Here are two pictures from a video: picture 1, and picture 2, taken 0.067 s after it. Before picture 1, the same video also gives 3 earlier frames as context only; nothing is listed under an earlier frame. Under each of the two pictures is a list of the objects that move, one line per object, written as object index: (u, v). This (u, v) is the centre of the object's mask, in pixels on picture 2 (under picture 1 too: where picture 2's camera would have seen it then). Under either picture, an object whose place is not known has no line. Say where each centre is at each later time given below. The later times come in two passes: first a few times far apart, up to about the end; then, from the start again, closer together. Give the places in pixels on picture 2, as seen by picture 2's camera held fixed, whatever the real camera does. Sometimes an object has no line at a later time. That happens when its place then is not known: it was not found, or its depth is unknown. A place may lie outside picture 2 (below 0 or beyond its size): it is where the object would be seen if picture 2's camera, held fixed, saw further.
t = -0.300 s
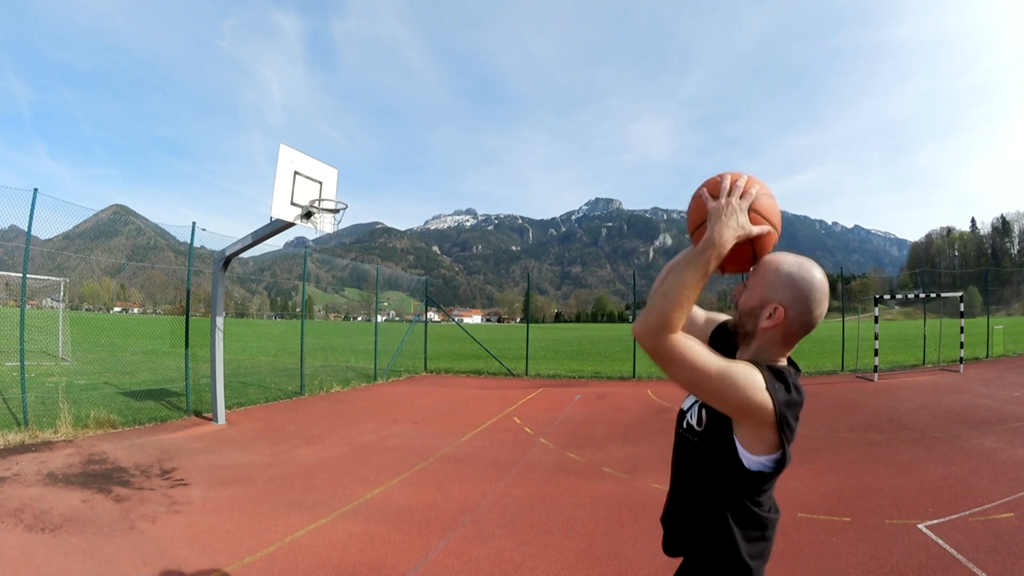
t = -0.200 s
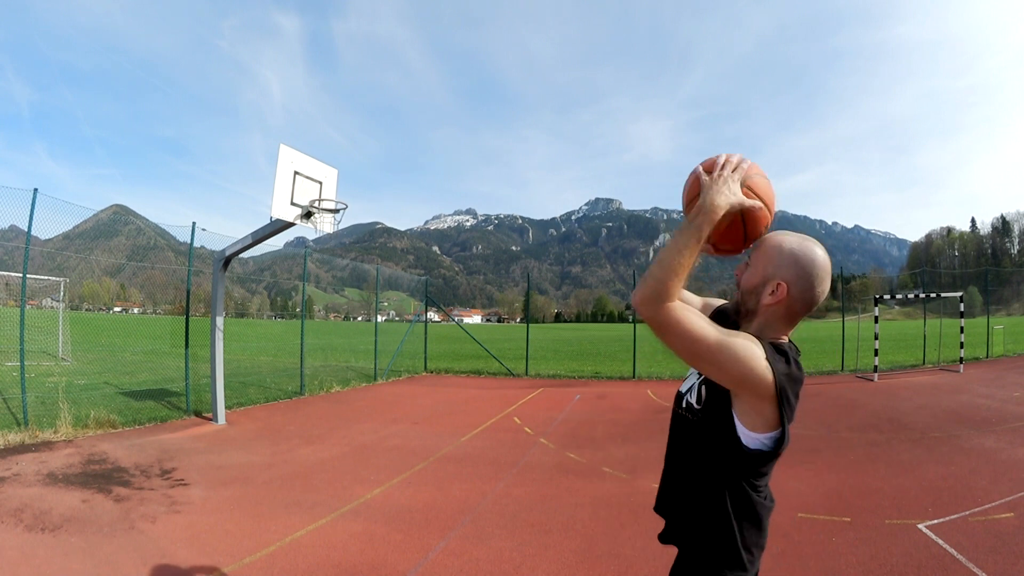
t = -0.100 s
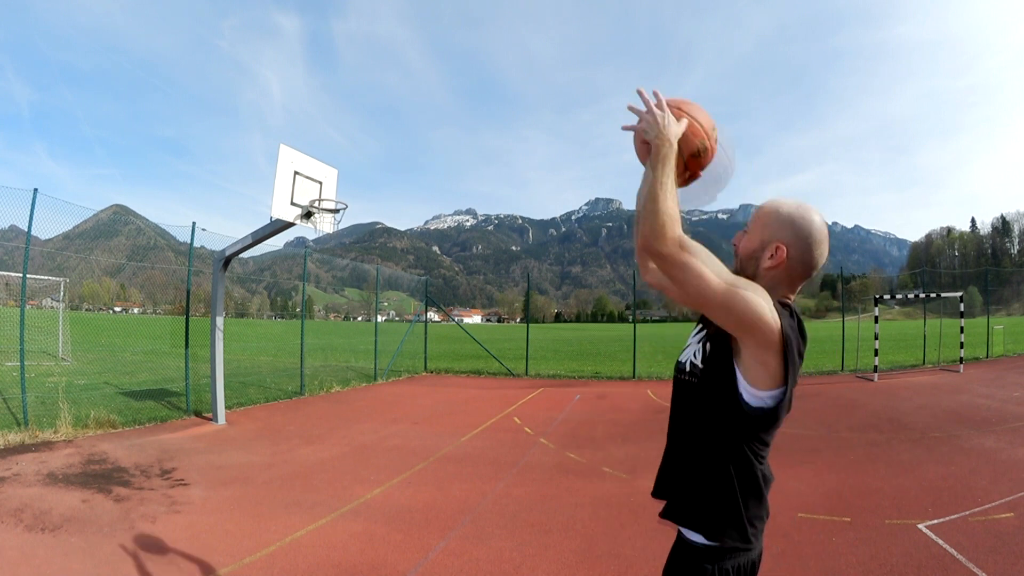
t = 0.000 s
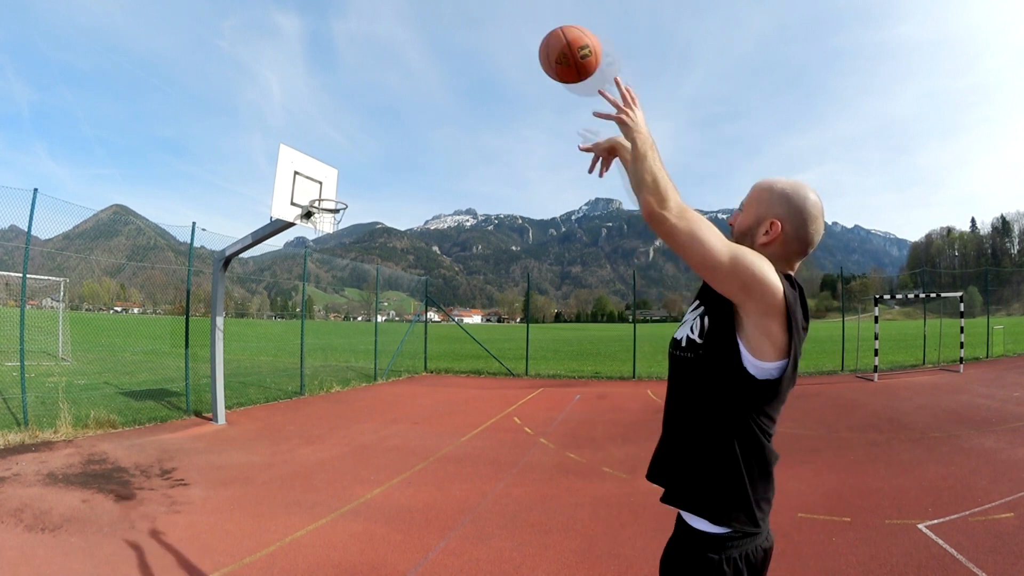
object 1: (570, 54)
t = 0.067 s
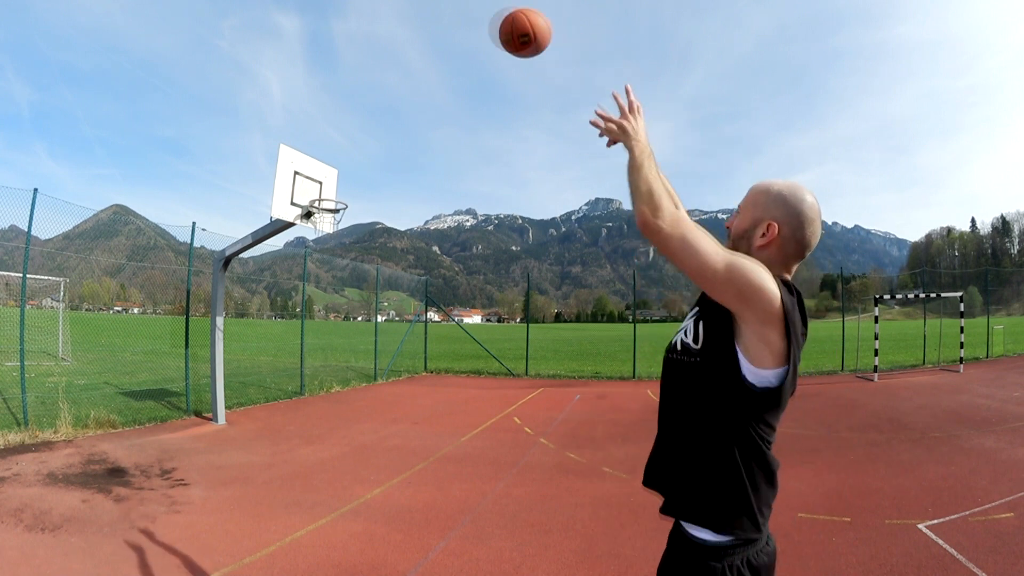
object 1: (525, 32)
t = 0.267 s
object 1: (441, 27)
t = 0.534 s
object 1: (384, 78)
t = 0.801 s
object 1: (349, 161)
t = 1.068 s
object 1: (311, 176)
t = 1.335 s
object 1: (286, 146)
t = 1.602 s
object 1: (251, 174)
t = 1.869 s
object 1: (207, 271)
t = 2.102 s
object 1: (177, 439)
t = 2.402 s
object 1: (120, 336)
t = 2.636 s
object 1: (83, 263)
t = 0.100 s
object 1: (503, 25)
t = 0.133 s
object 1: (489, 23)
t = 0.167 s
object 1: (475, 22)
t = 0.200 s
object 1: (461, 23)
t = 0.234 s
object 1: (451, 24)
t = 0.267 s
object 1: (441, 27)
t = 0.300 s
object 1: (431, 31)
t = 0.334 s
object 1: (423, 36)
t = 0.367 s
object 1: (416, 41)
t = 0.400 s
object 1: (408, 48)
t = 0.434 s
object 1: (402, 54)
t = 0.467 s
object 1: (396, 61)
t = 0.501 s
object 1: (390, 69)
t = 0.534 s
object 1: (384, 78)
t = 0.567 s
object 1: (380, 86)
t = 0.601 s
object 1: (374, 96)
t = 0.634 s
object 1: (369, 106)
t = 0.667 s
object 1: (366, 114)
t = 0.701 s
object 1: (361, 127)
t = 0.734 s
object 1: (357, 136)
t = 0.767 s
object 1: (353, 148)
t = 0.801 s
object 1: (349, 161)
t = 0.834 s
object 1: (345, 173)
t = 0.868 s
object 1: (343, 184)
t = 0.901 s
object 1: (339, 199)
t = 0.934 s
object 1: (329, 199)
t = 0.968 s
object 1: (321, 198)
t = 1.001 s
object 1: (315, 191)
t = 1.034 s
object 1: (313, 182)
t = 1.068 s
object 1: (311, 176)
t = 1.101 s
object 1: (308, 169)
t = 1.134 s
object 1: (305, 163)
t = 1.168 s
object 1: (302, 159)
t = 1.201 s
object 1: (299, 155)
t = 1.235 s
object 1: (296, 151)
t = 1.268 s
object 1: (293, 149)
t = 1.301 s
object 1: (289, 147)
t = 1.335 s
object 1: (286, 146)
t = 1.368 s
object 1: (282, 146)
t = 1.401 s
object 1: (278, 148)
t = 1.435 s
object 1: (273, 150)
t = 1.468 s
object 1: (270, 152)
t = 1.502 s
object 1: (265, 156)
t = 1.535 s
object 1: (261, 161)
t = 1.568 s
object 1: (256, 166)
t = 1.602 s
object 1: (251, 174)
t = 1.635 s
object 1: (246, 182)
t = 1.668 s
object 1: (241, 190)
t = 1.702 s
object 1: (235, 202)
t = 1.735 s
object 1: (229, 212)
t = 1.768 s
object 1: (224, 225)
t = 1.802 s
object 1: (217, 242)
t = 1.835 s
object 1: (211, 261)
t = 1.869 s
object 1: (207, 271)
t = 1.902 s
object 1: (201, 294)
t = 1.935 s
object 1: (195, 319)
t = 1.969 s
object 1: (192, 333)
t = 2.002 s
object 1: (186, 361)
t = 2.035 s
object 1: (182, 391)
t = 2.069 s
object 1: (180, 406)
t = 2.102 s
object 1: (177, 439)
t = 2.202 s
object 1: (161, 440)
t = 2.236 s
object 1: (152, 417)
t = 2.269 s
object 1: (147, 405)
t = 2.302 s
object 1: (139, 384)
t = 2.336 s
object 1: (131, 364)
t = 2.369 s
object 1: (127, 354)
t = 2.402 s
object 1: (120, 336)
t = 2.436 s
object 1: (113, 320)
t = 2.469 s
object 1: (109, 312)
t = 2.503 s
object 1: (103, 298)
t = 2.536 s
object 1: (97, 287)
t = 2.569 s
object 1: (93, 281)
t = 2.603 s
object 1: (88, 271)
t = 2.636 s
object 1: (83, 263)
